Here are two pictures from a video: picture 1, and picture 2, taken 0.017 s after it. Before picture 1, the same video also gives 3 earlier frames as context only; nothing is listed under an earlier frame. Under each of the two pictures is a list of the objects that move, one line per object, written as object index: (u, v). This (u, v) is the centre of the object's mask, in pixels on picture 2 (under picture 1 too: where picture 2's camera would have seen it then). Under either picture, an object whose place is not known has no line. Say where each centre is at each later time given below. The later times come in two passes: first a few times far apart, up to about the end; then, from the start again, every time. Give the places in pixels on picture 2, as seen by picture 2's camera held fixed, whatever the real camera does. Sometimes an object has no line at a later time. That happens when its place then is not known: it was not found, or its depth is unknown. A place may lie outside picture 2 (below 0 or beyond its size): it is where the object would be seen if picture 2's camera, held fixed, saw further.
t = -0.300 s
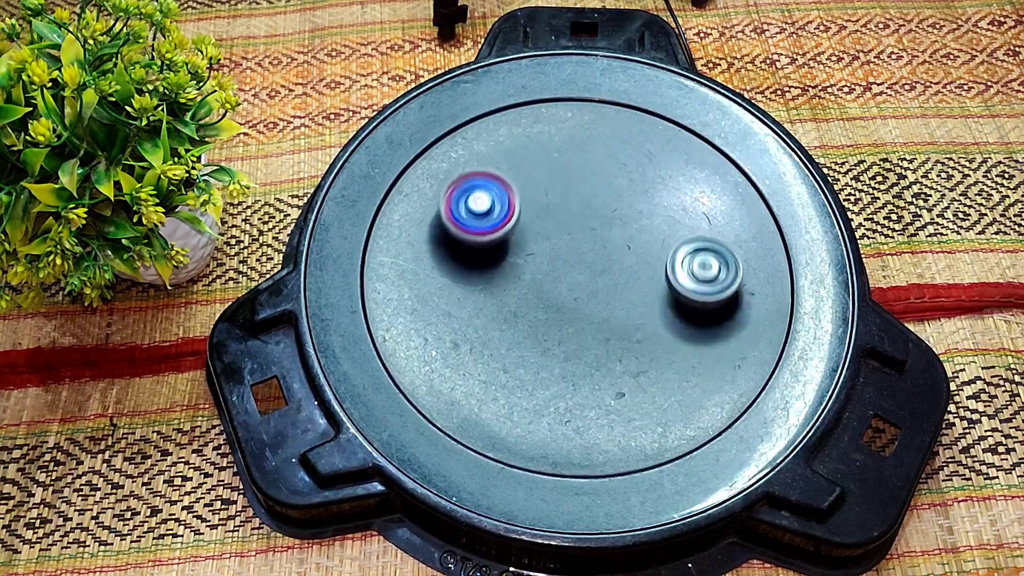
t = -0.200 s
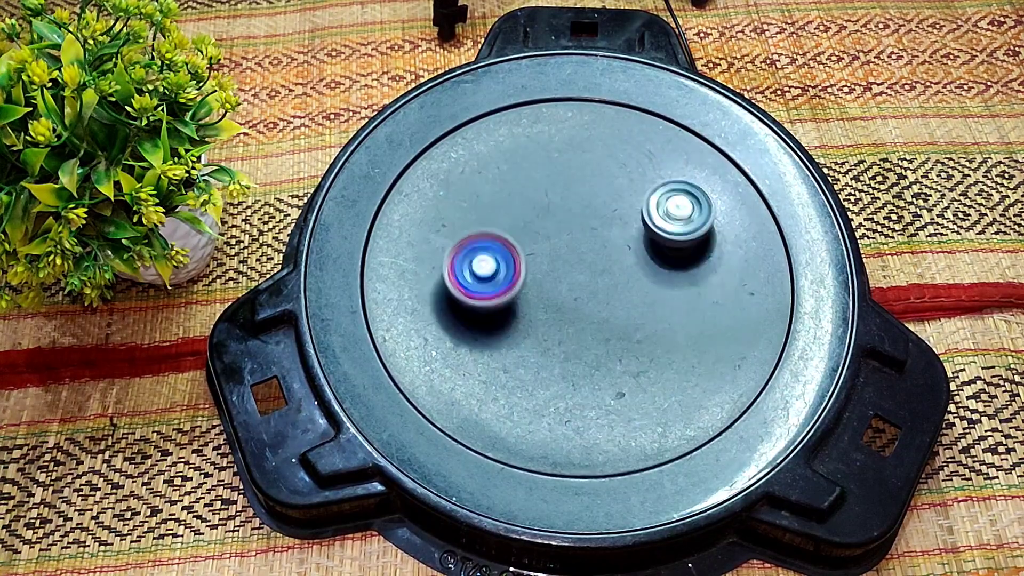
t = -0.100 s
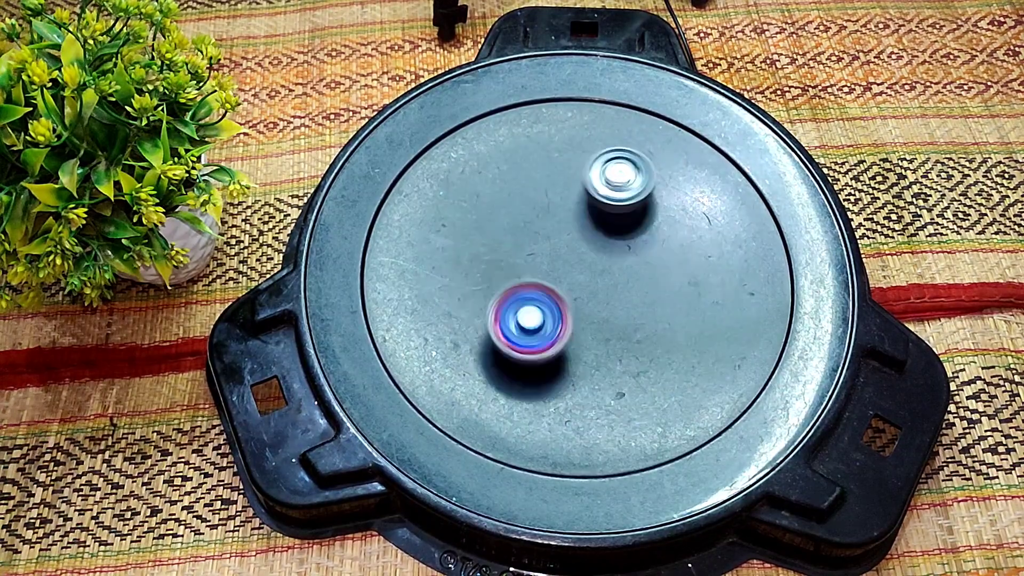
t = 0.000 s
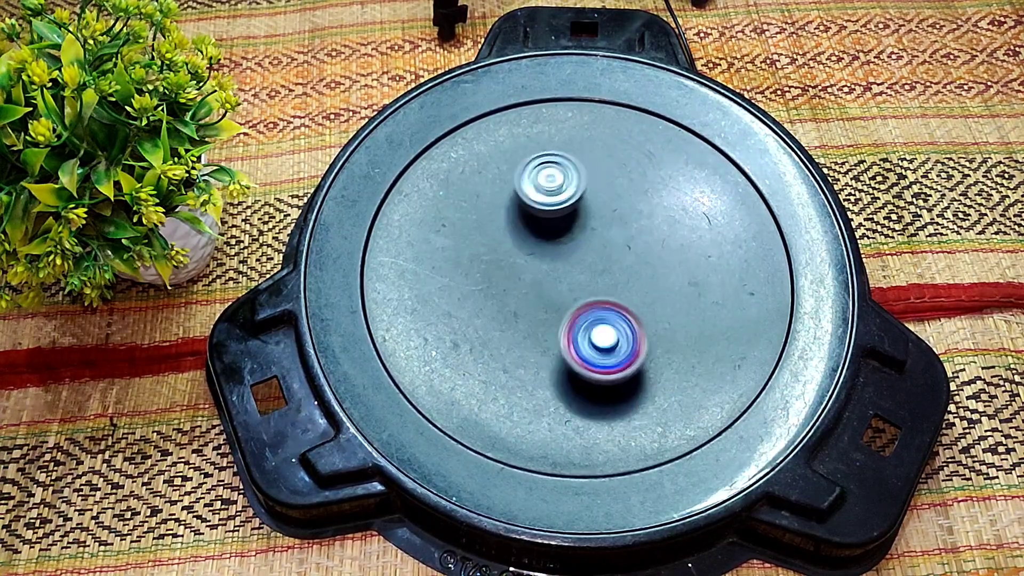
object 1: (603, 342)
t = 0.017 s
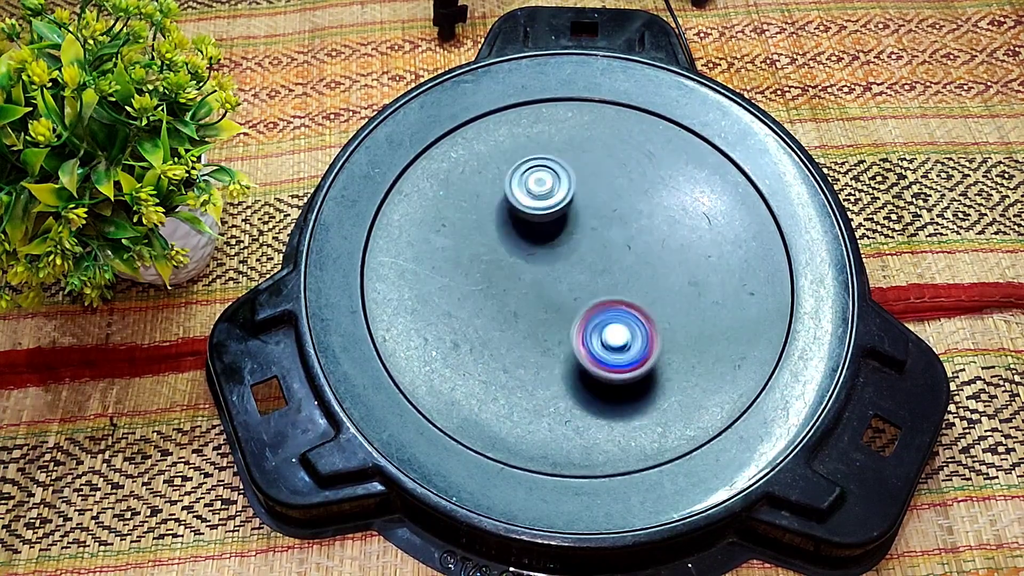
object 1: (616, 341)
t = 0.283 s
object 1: (702, 230)
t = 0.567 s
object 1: (583, 188)
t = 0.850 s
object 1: (537, 319)
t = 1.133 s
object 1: (689, 342)
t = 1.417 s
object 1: (658, 244)
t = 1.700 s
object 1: (528, 272)
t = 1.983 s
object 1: (566, 382)
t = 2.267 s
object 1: (648, 337)
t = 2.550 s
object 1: (563, 254)
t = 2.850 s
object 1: (477, 324)
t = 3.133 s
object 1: (554, 360)
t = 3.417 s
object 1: (629, 250)
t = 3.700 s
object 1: (498, 188)
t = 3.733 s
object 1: (481, 193)
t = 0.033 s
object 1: (627, 339)
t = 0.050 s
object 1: (639, 335)
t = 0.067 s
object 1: (651, 331)
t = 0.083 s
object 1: (662, 326)
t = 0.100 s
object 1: (671, 320)
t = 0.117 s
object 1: (681, 313)
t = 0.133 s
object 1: (688, 306)
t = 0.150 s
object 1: (695, 298)
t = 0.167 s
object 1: (700, 290)
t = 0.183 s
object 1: (703, 281)
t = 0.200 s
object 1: (706, 273)
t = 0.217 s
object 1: (708, 263)
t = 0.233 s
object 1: (708, 255)
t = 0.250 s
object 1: (708, 245)
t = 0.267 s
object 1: (705, 237)
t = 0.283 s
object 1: (702, 230)
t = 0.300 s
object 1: (699, 223)
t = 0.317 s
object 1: (694, 216)
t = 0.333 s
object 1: (689, 210)
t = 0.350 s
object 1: (683, 204)
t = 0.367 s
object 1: (677, 200)
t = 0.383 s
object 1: (671, 195)
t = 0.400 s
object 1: (663, 190)
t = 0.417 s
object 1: (655, 186)
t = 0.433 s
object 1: (648, 183)
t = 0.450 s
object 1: (640, 181)
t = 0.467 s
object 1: (632, 180)
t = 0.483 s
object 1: (624, 179)
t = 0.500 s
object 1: (616, 179)
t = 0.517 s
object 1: (608, 180)
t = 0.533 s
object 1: (599, 182)
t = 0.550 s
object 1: (591, 184)
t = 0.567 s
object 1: (583, 188)
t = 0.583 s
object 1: (575, 191)
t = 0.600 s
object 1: (568, 196)
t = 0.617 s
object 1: (561, 200)
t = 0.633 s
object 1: (554, 206)
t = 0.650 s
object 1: (548, 213)
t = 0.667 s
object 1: (542, 220)
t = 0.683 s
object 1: (537, 227)
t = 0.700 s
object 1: (533, 236)
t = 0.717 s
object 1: (529, 244)
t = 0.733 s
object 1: (526, 254)
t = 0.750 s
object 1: (525, 263)
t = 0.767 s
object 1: (524, 273)
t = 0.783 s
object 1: (524, 283)
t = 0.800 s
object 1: (526, 292)
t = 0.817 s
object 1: (528, 302)
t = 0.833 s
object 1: (532, 311)
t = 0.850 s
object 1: (537, 319)
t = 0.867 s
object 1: (543, 328)
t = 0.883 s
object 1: (550, 336)
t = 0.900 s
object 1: (558, 343)
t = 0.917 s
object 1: (567, 349)
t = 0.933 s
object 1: (576, 354)
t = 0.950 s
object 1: (585, 358)
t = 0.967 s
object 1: (596, 361)
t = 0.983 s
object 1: (606, 364)
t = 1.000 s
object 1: (616, 365)
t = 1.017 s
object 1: (626, 365)
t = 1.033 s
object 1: (636, 365)
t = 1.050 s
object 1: (647, 362)
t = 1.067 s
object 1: (656, 360)
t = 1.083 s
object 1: (666, 356)
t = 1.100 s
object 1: (675, 352)
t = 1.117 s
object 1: (683, 348)
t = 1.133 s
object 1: (689, 342)
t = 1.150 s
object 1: (695, 337)
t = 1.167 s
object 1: (699, 331)
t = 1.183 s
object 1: (702, 324)
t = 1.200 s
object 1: (704, 318)
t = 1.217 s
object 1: (705, 311)
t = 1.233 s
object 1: (705, 304)
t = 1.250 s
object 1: (705, 296)
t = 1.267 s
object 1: (704, 289)
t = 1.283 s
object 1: (702, 282)
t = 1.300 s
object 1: (698, 276)
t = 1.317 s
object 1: (695, 270)
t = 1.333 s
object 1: (691, 266)
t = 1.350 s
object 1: (686, 261)
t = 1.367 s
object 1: (680, 257)
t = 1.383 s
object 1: (673, 252)
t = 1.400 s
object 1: (666, 249)
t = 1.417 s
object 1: (658, 244)
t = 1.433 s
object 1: (650, 241)
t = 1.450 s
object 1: (641, 239)
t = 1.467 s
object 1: (634, 236)
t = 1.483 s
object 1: (626, 235)
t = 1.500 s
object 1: (619, 234)
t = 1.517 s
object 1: (611, 234)
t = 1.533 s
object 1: (602, 235)
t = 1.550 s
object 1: (592, 236)
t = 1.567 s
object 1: (582, 238)
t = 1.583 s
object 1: (573, 241)
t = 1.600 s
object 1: (564, 244)
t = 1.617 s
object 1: (556, 248)
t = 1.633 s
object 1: (550, 252)
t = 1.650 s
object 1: (543, 256)
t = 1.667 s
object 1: (537, 261)
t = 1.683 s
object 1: (532, 266)
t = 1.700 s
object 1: (528, 272)
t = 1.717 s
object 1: (524, 278)
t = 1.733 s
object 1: (521, 286)
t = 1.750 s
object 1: (518, 293)
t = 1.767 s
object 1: (516, 302)
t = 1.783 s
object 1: (514, 310)
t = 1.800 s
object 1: (514, 318)
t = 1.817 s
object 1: (515, 326)
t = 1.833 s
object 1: (517, 335)
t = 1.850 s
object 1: (519, 343)
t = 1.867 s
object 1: (522, 350)
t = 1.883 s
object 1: (527, 356)
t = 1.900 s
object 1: (532, 362)
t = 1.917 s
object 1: (538, 367)
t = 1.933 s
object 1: (545, 372)
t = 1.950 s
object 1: (552, 376)
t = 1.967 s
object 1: (559, 380)
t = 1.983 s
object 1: (566, 382)
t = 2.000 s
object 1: (572, 384)
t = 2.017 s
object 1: (580, 386)
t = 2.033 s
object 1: (587, 386)
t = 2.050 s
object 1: (593, 386)
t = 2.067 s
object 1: (599, 385)
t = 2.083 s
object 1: (604, 384)
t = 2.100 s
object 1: (610, 382)
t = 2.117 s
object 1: (615, 379)
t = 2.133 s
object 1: (621, 375)
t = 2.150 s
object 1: (626, 370)
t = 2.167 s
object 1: (632, 366)
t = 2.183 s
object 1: (636, 361)
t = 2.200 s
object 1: (640, 356)
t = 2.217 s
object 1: (643, 351)
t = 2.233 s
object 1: (646, 347)
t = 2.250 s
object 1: (647, 342)
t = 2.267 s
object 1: (648, 337)
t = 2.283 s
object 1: (648, 330)
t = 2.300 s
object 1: (647, 324)
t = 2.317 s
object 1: (645, 316)
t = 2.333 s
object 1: (643, 308)
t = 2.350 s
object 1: (640, 300)
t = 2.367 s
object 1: (636, 294)
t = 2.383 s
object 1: (632, 287)
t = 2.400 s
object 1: (627, 282)
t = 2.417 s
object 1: (623, 277)
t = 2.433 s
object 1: (618, 273)
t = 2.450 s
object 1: (612, 269)
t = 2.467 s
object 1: (606, 267)
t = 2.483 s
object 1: (598, 263)
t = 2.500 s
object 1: (590, 260)
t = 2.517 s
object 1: (581, 257)
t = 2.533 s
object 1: (572, 255)
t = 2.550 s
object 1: (563, 254)
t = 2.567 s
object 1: (555, 253)
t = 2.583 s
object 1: (548, 253)
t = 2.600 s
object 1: (540, 254)
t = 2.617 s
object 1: (533, 255)
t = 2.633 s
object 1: (526, 257)
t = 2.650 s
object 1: (519, 260)
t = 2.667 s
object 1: (512, 263)
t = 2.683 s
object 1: (506, 266)
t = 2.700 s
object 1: (499, 271)
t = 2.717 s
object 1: (493, 276)
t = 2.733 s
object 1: (488, 281)
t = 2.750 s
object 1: (484, 287)
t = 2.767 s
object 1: (480, 293)
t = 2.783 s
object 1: (478, 299)
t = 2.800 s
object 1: (476, 305)
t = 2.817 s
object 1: (476, 312)
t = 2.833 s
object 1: (476, 318)
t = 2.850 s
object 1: (477, 324)
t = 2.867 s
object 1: (479, 329)
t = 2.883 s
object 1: (481, 334)
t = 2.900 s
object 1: (483, 338)
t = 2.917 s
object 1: (485, 341)
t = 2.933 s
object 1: (489, 345)
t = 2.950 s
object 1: (493, 348)
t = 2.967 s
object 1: (497, 351)
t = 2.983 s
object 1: (502, 354)
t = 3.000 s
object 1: (507, 356)
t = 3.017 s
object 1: (513, 358)
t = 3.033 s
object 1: (519, 359)
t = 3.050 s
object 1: (525, 360)
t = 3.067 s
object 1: (531, 361)
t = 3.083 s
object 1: (537, 361)
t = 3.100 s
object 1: (543, 361)
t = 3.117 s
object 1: (548, 361)
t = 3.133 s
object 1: (554, 360)
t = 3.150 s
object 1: (559, 357)
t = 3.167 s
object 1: (568, 355)
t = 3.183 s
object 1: (582, 352)
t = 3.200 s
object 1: (593, 350)
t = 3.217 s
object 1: (605, 344)
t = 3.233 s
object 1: (614, 339)
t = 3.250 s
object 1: (622, 331)
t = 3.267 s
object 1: (628, 324)
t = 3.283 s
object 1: (632, 316)
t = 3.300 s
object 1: (636, 307)
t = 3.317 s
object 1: (637, 300)
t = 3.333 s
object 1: (638, 291)
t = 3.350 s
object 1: (638, 284)
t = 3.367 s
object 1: (637, 276)
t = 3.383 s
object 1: (635, 267)
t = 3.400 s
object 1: (632, 258)
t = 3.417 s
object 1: (629, 250)
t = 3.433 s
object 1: (625, 241)
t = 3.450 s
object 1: (621, 233)
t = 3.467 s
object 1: (616, 225)
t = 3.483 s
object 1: (610, 218)
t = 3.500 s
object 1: (604, 212)
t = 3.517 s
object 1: (598, 207)
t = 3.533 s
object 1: (590, 202)
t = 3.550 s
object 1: (583, 198)
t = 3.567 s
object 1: (576, 195)
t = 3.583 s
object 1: (568, 193)
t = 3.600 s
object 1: (559, 190)
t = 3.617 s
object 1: (547, 187)
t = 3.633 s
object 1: (536, 185)
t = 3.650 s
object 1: (526, 184)
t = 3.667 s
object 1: (516, 185)
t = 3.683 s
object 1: (507, 186)
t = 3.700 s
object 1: (498, 188)
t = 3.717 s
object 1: (489, 190)
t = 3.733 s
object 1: (481, 193)
